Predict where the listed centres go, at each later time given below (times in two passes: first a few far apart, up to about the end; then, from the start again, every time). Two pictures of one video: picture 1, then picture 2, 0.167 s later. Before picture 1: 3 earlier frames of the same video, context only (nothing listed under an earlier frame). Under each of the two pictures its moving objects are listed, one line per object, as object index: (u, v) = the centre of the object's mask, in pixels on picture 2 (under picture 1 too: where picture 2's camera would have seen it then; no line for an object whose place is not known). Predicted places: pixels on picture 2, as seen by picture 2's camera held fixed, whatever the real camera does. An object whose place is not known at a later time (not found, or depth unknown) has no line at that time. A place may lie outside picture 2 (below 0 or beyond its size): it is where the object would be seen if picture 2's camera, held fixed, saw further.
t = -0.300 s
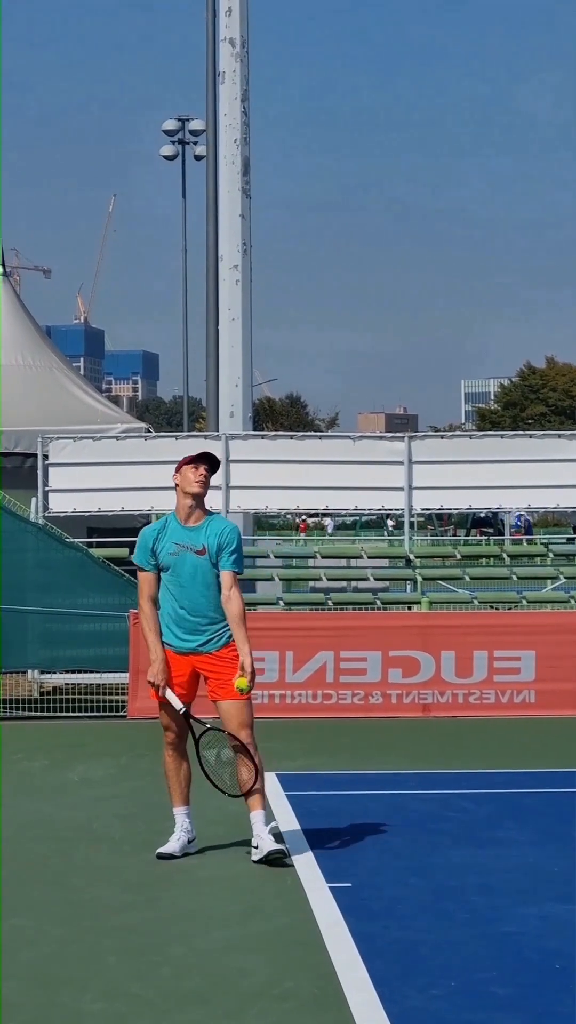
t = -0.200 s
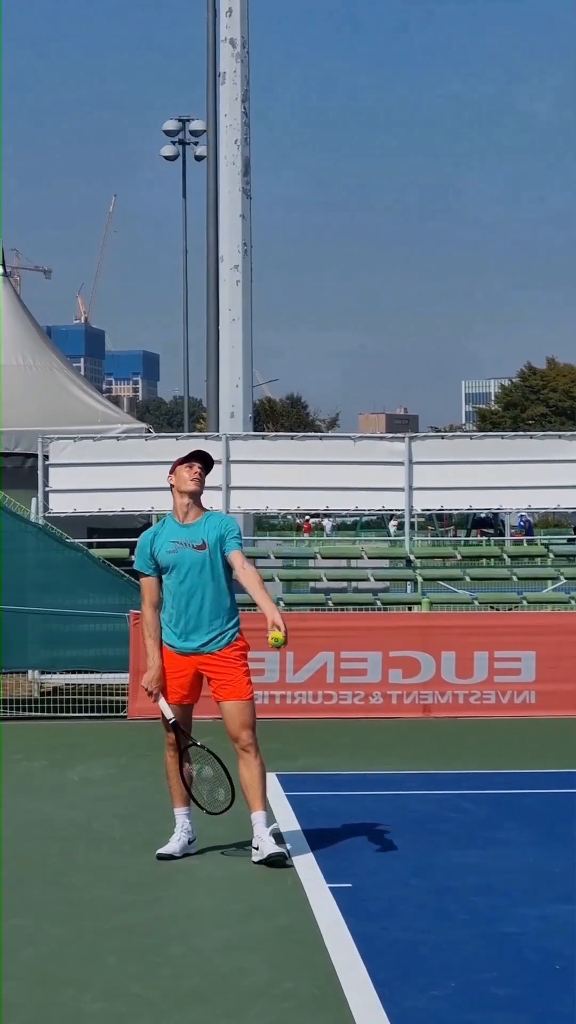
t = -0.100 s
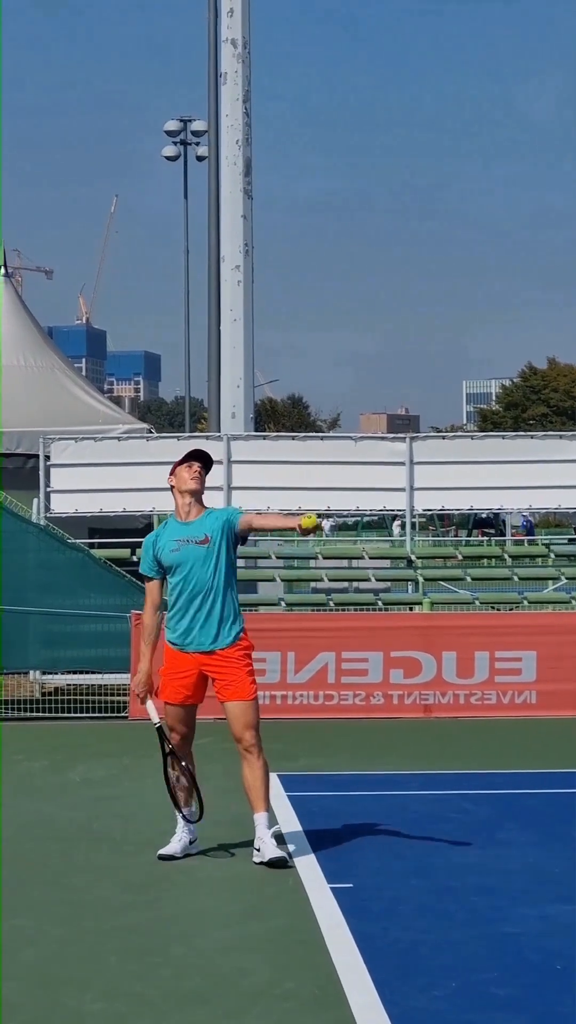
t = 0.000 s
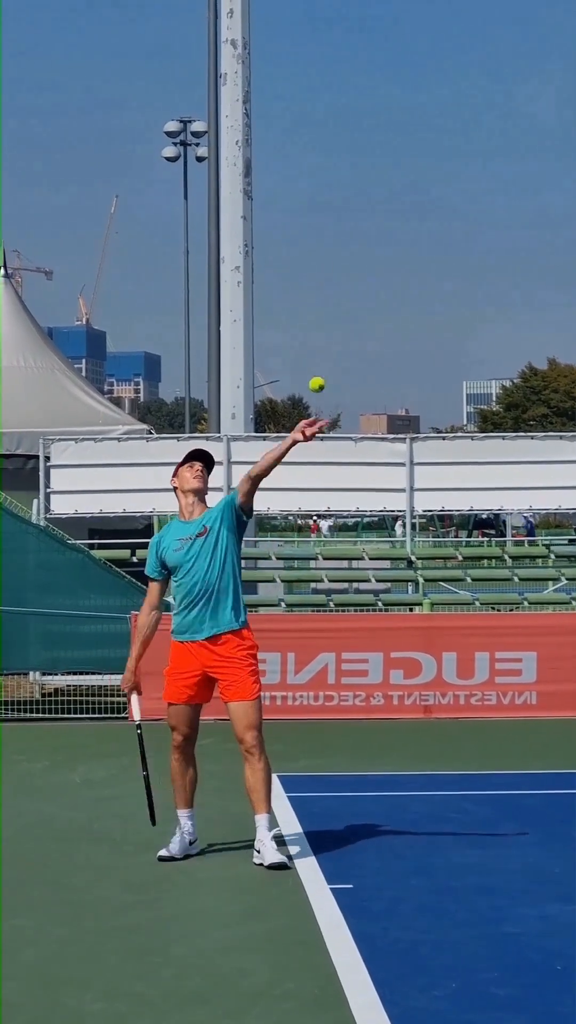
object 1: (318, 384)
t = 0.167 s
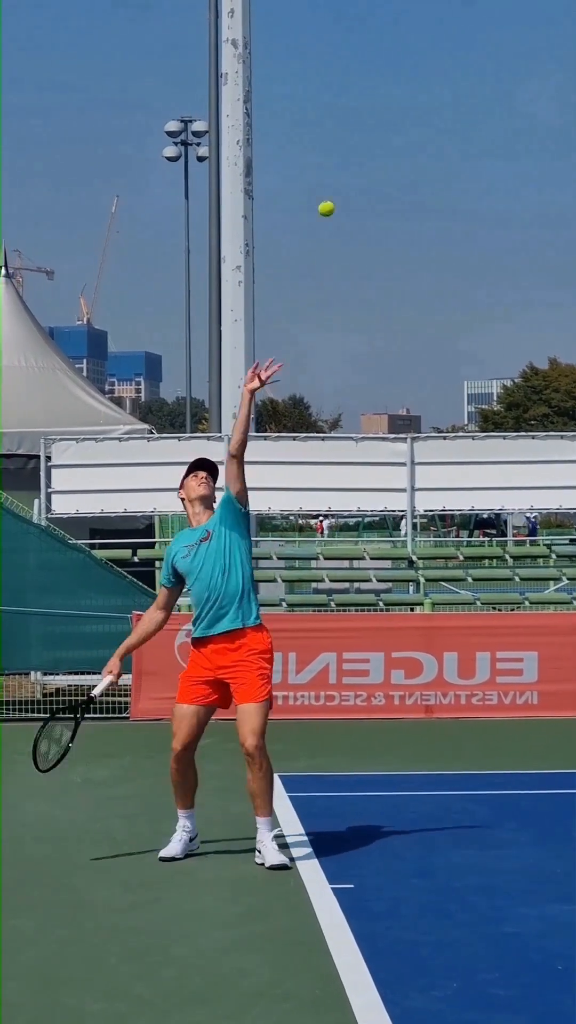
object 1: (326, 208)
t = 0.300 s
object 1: (332, 117)
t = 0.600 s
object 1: (346, 62)
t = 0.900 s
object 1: (360, 202)
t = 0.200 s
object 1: (328, 182)
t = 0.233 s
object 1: (329, 158)
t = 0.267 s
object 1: (331, 136)
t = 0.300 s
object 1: (332, 117)
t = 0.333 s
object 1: (334, 101)
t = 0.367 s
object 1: (335, 87)
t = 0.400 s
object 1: (337, 76)
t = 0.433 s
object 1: (339, 68)
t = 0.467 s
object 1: (340, 62)
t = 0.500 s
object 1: (342, 58)
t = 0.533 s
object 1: (343, 57)
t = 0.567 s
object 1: (345, 58)
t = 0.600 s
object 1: (346, 62)
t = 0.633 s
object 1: (348, 68)
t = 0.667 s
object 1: (349, 77)
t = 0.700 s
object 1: (350, 88)
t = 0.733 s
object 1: (352, 102)
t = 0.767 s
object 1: (353, 117)
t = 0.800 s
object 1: (355, 135)
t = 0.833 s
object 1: (356, 155)
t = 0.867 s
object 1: (358, 177)
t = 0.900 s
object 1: (360, 202)
